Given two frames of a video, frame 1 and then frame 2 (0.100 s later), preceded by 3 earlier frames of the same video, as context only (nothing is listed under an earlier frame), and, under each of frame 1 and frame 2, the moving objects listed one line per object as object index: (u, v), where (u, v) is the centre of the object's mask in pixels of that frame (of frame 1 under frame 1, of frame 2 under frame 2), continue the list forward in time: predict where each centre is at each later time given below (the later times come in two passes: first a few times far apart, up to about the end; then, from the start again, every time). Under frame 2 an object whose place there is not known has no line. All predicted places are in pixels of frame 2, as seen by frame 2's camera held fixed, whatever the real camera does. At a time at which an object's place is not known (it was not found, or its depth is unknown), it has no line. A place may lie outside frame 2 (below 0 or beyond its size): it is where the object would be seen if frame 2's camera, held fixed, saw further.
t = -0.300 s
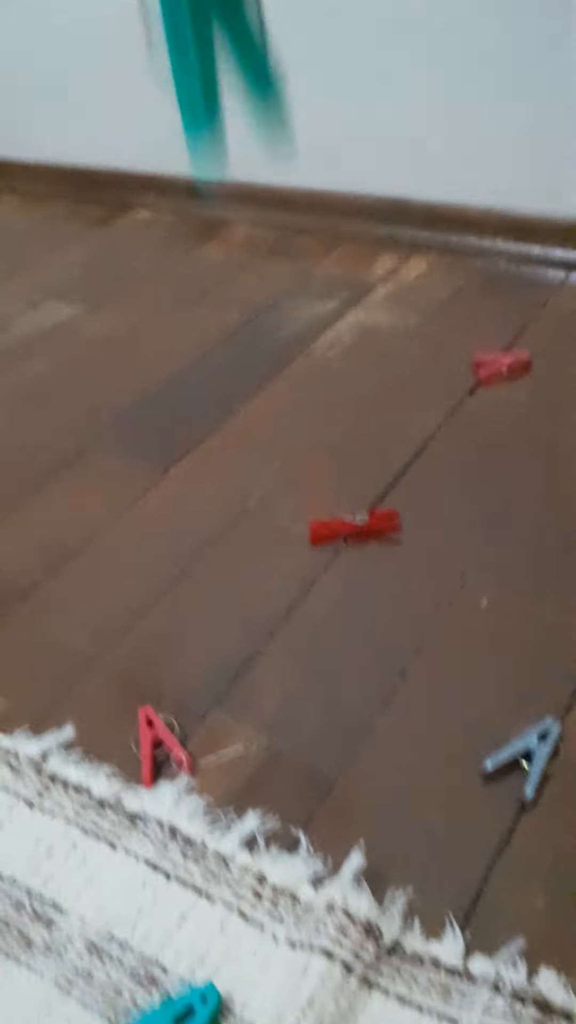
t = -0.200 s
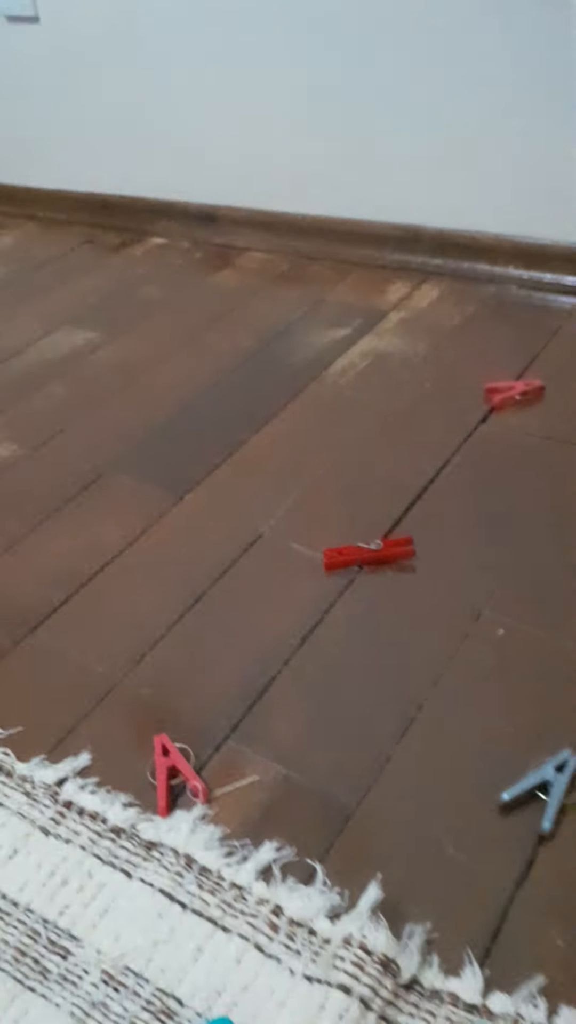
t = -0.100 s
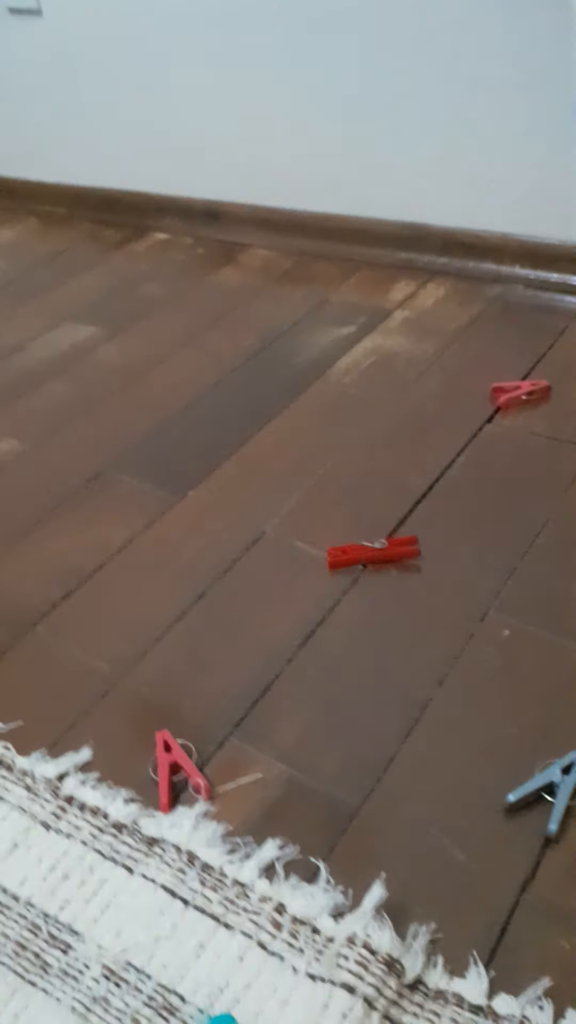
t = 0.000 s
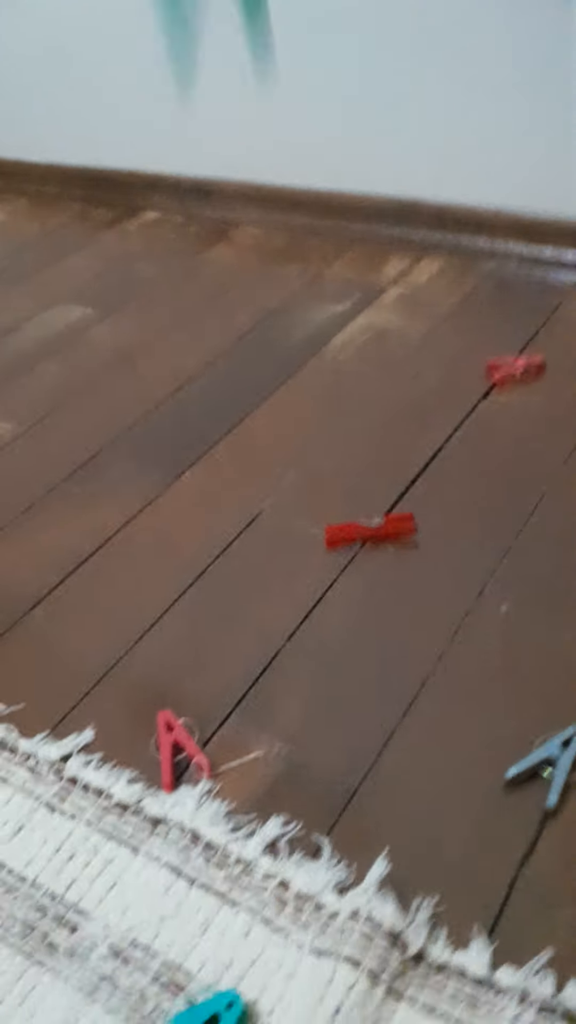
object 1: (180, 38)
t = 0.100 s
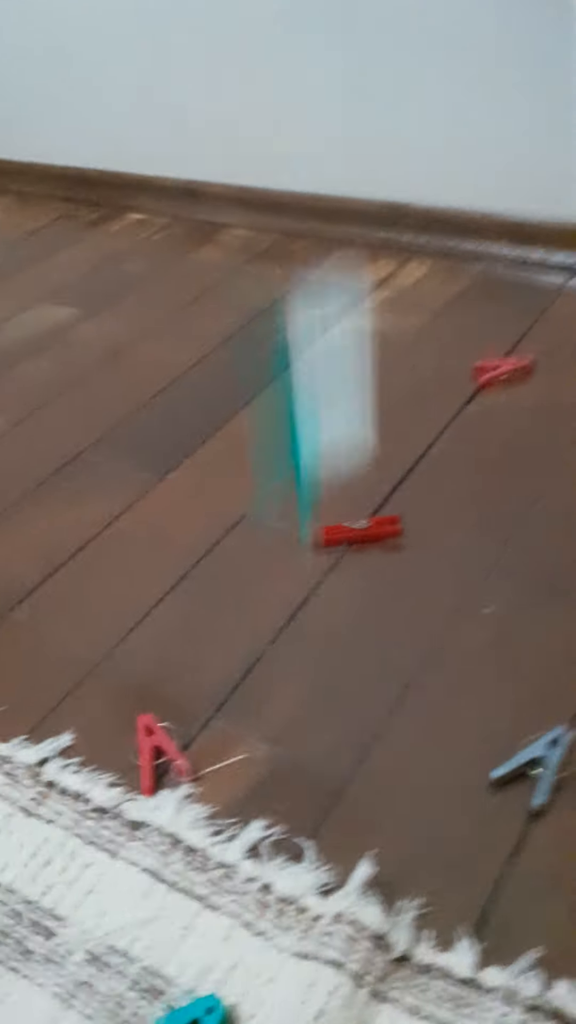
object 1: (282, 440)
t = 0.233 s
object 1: (335, 772)
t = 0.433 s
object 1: (388, 688)
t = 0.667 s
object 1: (414, 654)
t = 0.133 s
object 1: (310, 569)
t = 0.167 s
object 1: (326, 694)
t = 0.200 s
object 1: (323, 788)
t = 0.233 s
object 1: (335, 772)
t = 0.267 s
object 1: (343, 759)
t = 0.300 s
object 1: (355, 732)
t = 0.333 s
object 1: (368, 716)
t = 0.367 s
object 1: (378, 708)
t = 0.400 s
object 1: (381, 702)
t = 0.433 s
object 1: (388, 688)
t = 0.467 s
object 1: (400, 674)
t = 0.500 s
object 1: (408, 666)
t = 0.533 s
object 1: (409, 660)
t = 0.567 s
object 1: (412, 656)
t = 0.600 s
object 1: (414, 654)
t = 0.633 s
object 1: (414, 653)
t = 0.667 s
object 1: (414, 654)
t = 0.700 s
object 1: (413, 654)
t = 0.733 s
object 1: (413, 653)
